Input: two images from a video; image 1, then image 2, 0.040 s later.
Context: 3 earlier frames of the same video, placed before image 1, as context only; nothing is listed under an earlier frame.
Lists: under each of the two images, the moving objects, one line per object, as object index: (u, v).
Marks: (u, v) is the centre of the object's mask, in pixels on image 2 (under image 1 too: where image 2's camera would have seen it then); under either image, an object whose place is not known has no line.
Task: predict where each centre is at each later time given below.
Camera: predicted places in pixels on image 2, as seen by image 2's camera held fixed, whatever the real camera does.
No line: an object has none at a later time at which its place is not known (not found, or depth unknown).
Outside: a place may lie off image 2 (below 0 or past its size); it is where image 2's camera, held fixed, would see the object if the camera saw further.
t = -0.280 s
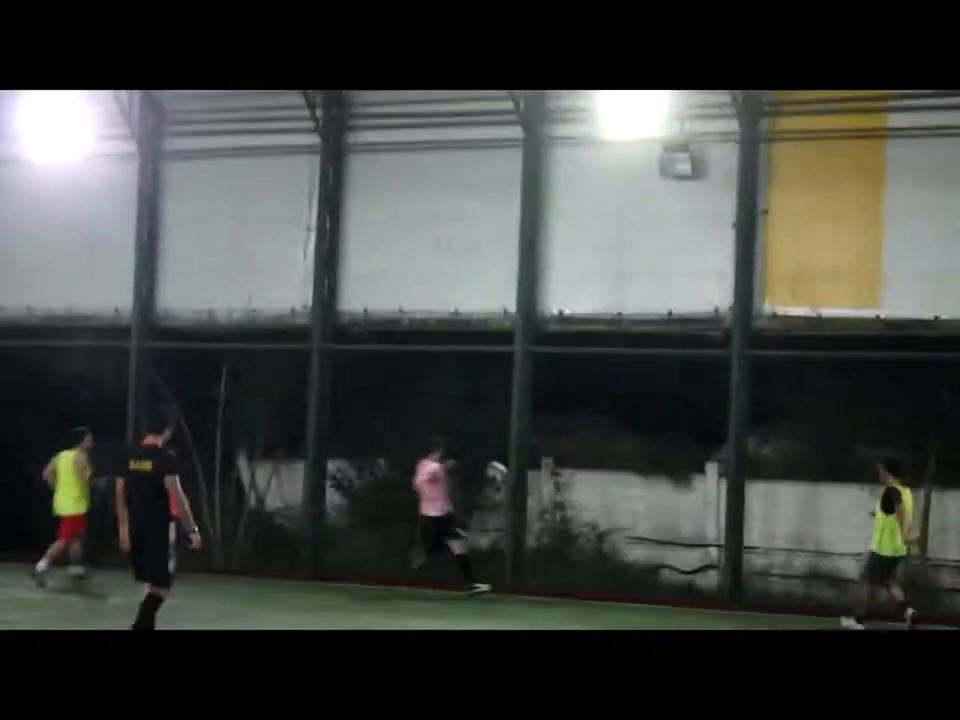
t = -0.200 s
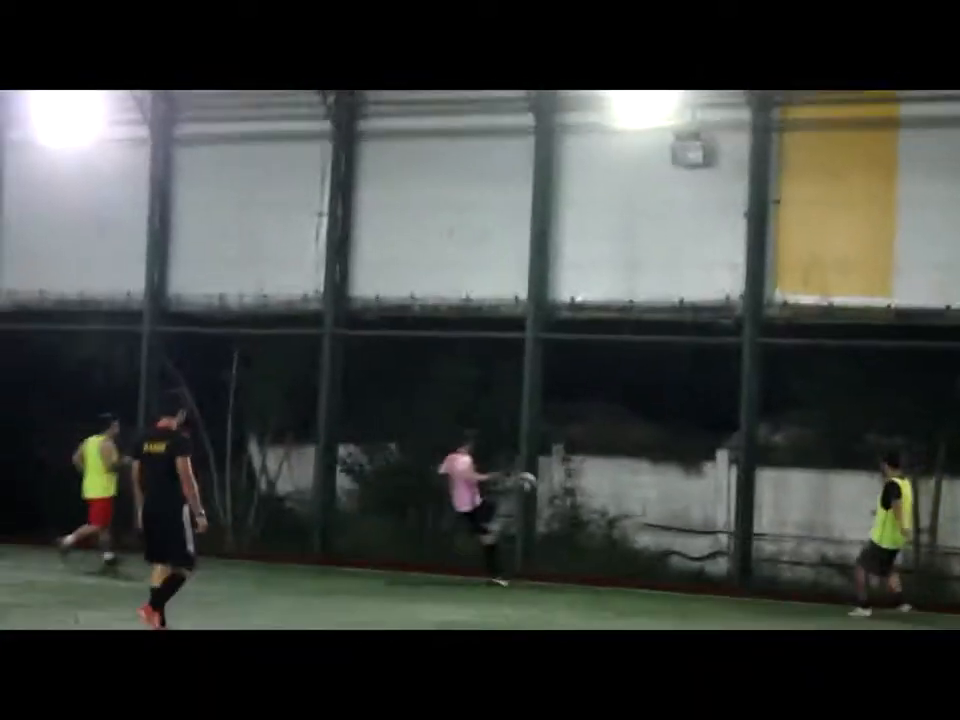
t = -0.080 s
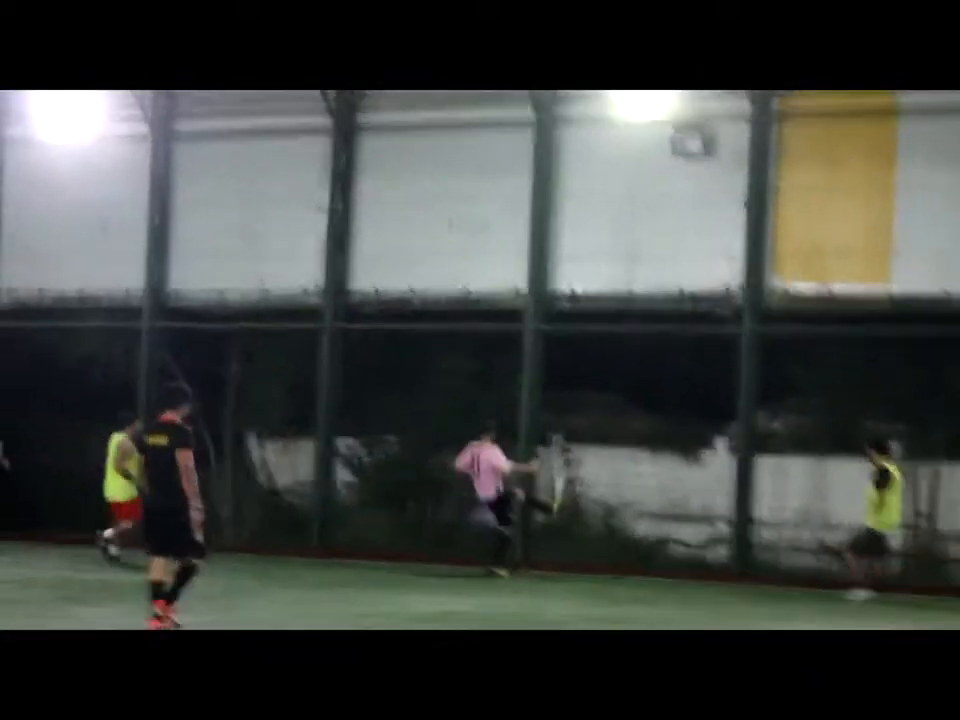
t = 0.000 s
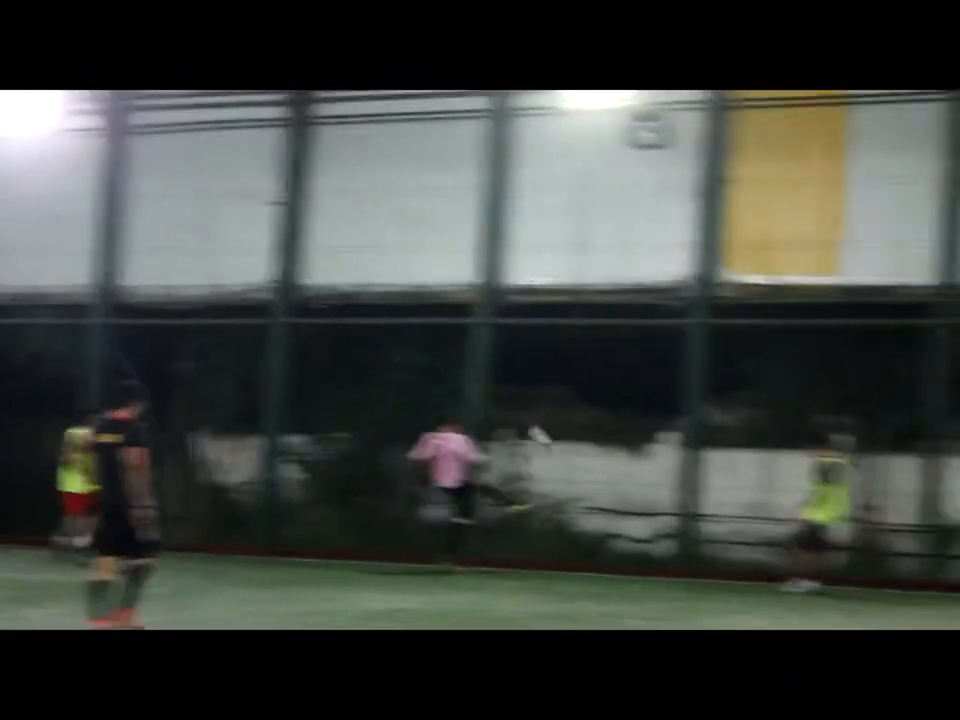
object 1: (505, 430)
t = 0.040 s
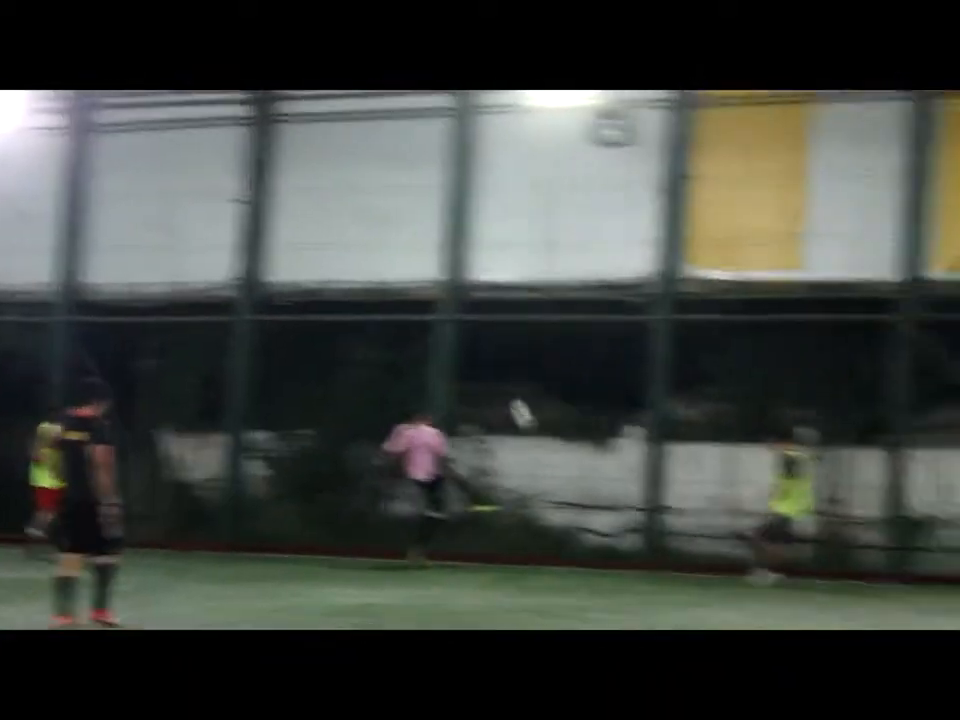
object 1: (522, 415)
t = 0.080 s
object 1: (540, 396)
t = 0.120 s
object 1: (559, 379)
